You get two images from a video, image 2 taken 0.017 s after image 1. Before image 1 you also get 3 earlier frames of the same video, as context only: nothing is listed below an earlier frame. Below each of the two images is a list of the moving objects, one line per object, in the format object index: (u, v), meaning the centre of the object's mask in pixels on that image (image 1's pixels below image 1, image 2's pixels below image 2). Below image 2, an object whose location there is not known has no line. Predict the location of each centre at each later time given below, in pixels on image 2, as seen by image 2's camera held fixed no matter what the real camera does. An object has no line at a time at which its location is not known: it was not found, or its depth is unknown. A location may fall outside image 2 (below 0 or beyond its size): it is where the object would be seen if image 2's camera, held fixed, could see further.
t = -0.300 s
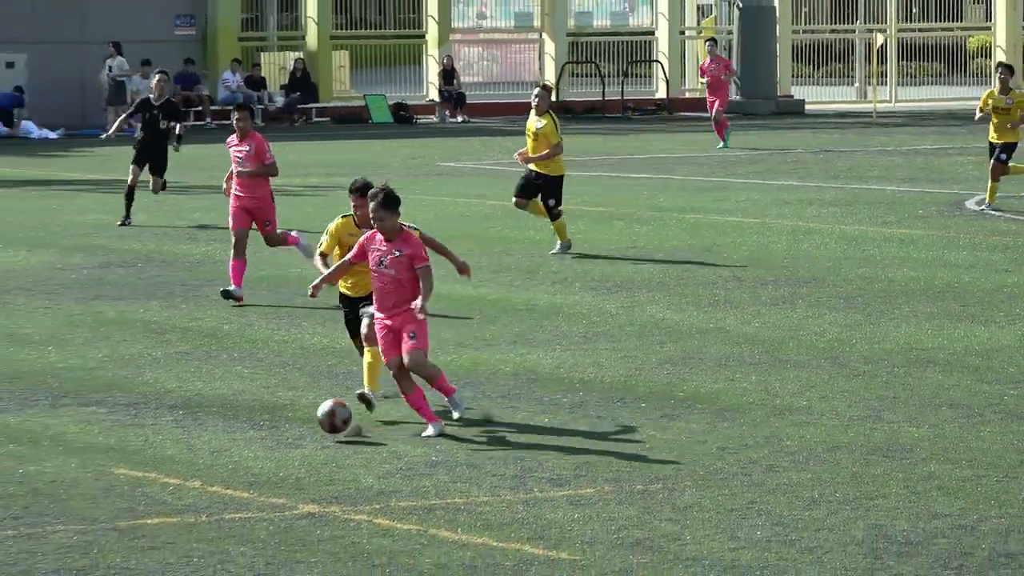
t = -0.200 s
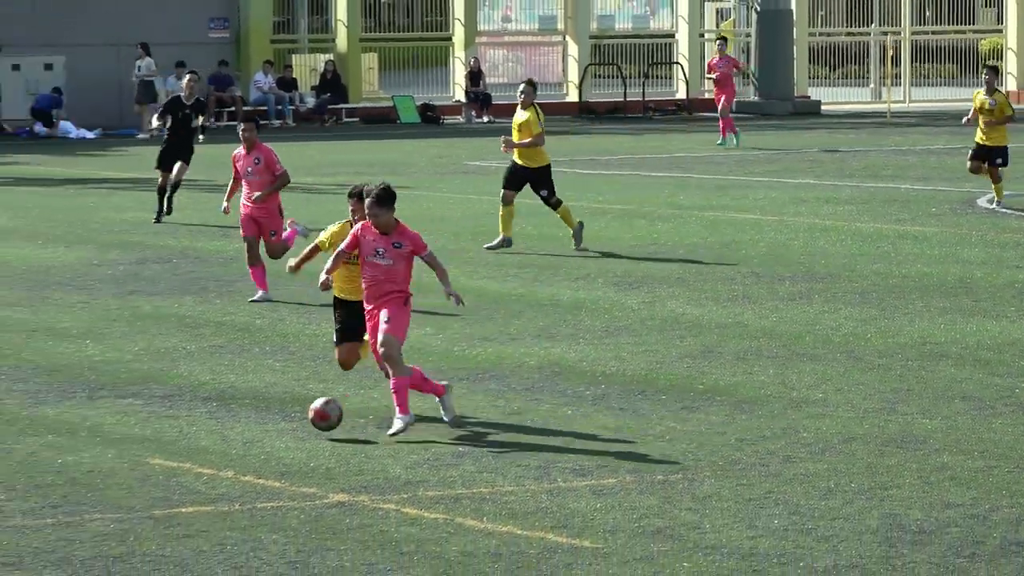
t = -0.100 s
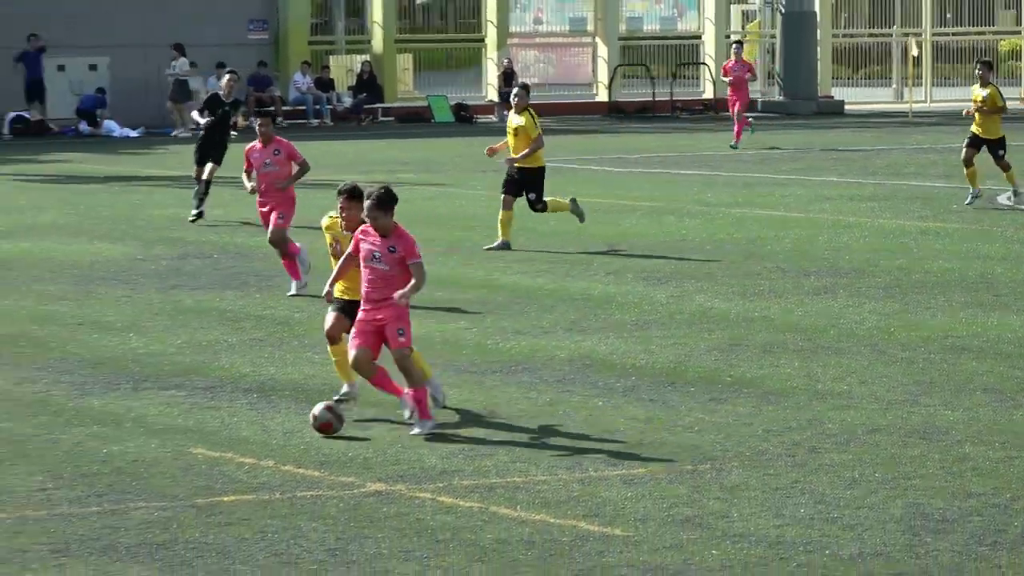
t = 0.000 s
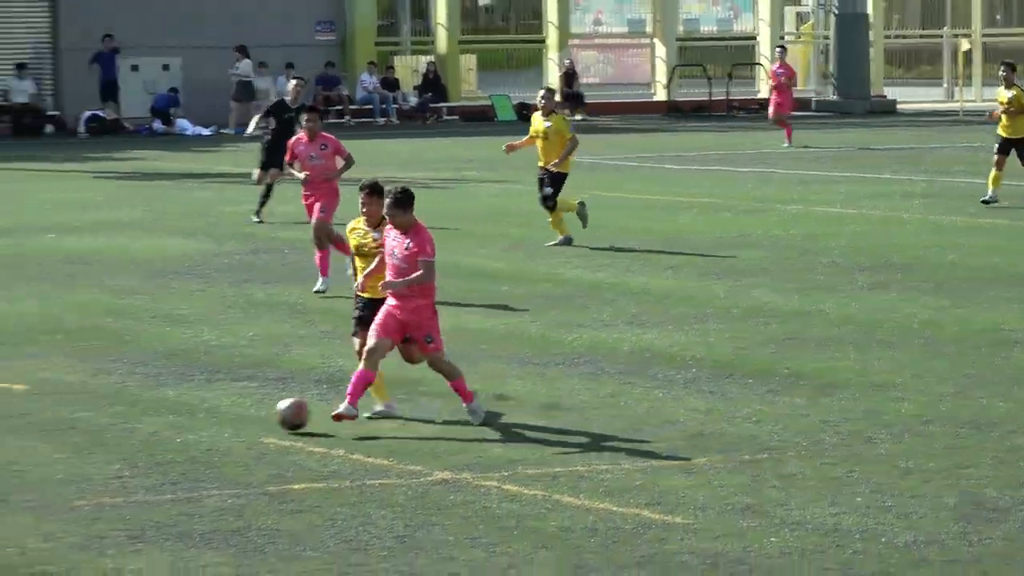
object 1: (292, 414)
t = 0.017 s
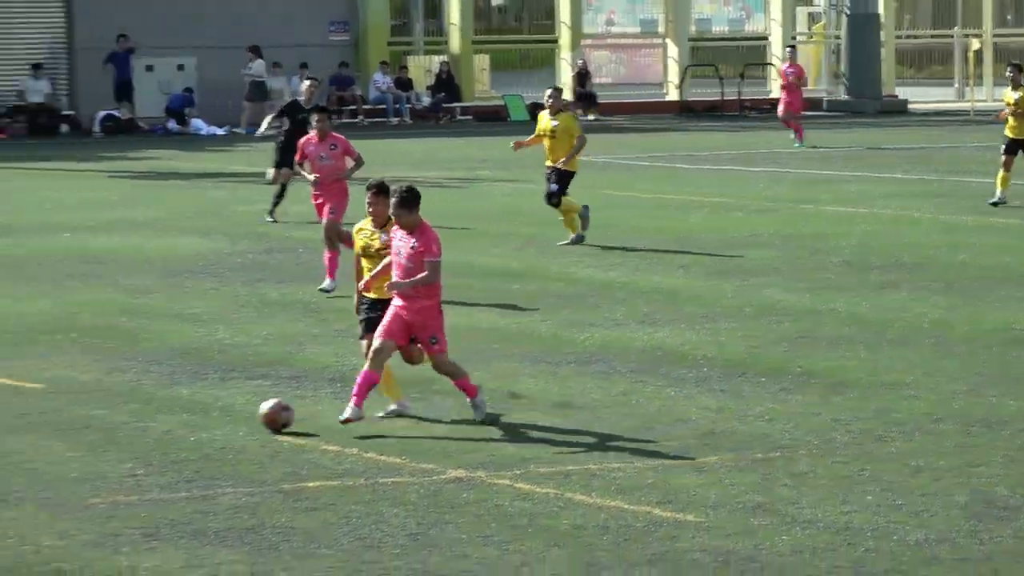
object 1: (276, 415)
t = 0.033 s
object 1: (245, 418)
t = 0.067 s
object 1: (187, 418)
